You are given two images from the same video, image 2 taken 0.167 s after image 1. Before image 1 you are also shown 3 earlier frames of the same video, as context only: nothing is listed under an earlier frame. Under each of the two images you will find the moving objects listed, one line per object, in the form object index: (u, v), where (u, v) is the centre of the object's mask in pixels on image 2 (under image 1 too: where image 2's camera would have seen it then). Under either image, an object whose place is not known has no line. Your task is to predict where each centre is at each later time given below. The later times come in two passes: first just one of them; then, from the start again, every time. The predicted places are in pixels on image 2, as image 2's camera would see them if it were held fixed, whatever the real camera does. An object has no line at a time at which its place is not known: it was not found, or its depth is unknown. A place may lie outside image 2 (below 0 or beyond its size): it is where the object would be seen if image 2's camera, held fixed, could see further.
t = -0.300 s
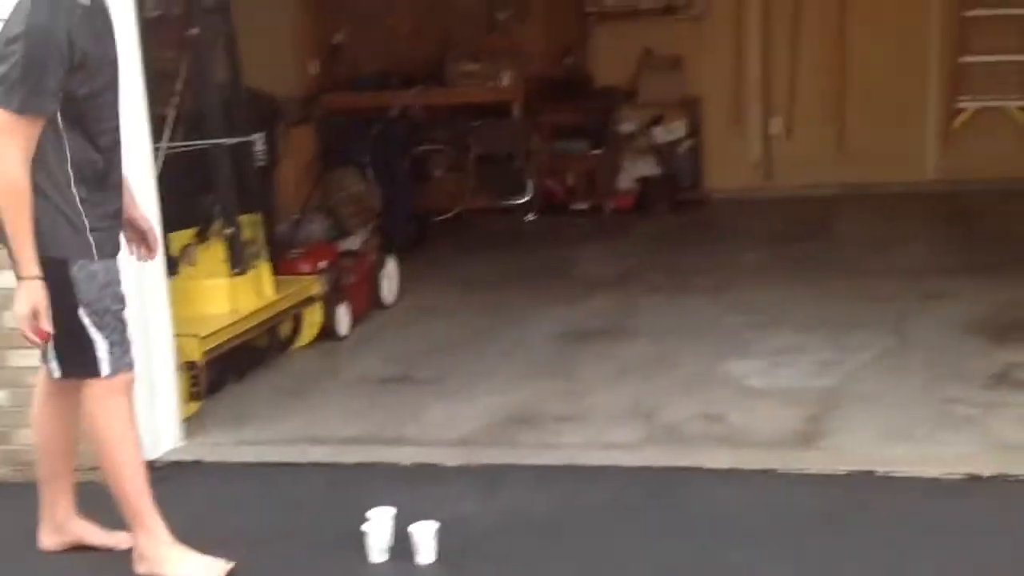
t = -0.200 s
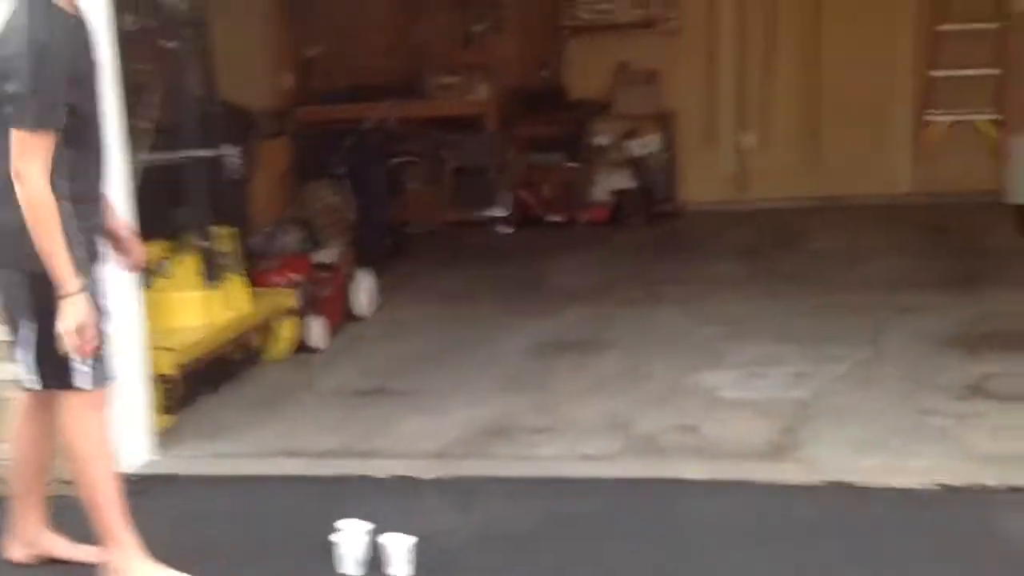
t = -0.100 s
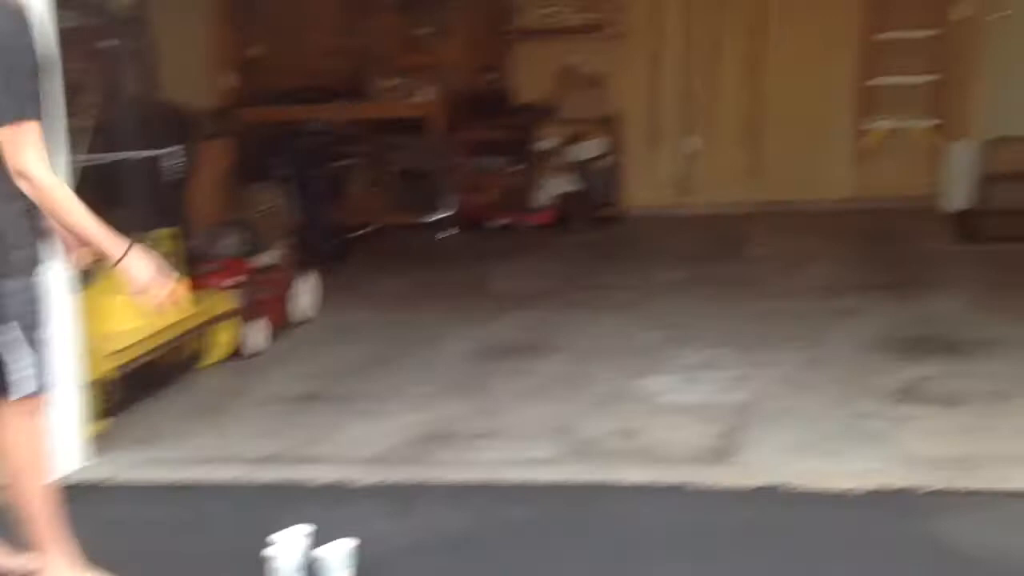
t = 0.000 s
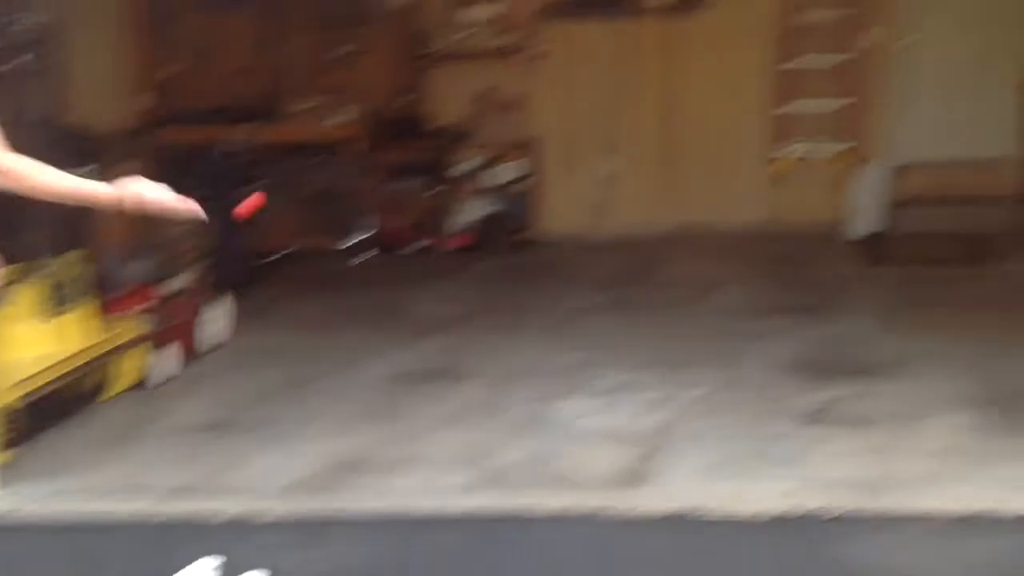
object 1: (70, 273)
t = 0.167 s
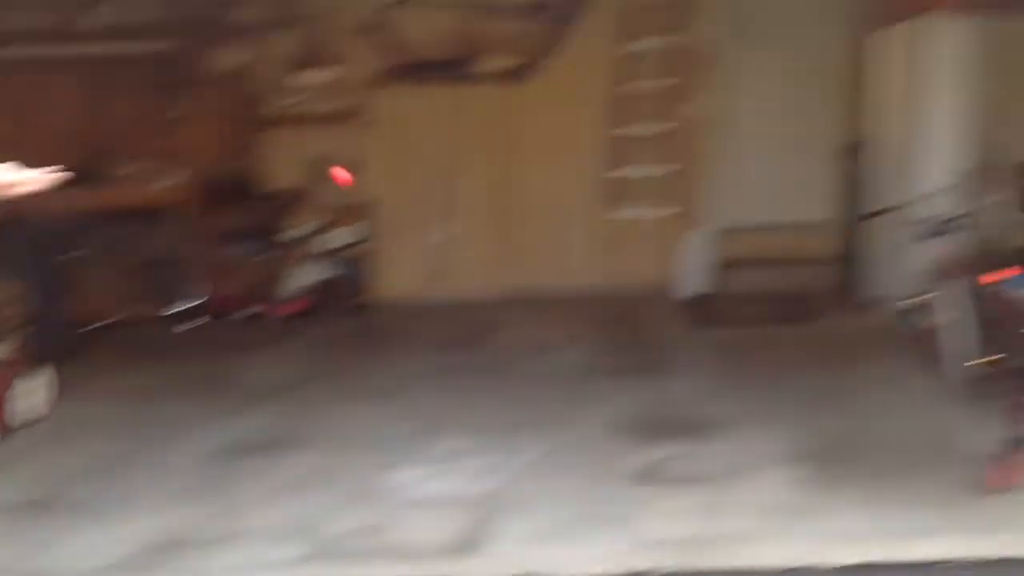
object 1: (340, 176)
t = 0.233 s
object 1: (431, 176)
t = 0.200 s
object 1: (376, 170)
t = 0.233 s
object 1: (431, 176)
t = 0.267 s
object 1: (475, 185)
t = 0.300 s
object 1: (516, 199)
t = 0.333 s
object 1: (555, 216)
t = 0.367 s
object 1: (590, 238)
